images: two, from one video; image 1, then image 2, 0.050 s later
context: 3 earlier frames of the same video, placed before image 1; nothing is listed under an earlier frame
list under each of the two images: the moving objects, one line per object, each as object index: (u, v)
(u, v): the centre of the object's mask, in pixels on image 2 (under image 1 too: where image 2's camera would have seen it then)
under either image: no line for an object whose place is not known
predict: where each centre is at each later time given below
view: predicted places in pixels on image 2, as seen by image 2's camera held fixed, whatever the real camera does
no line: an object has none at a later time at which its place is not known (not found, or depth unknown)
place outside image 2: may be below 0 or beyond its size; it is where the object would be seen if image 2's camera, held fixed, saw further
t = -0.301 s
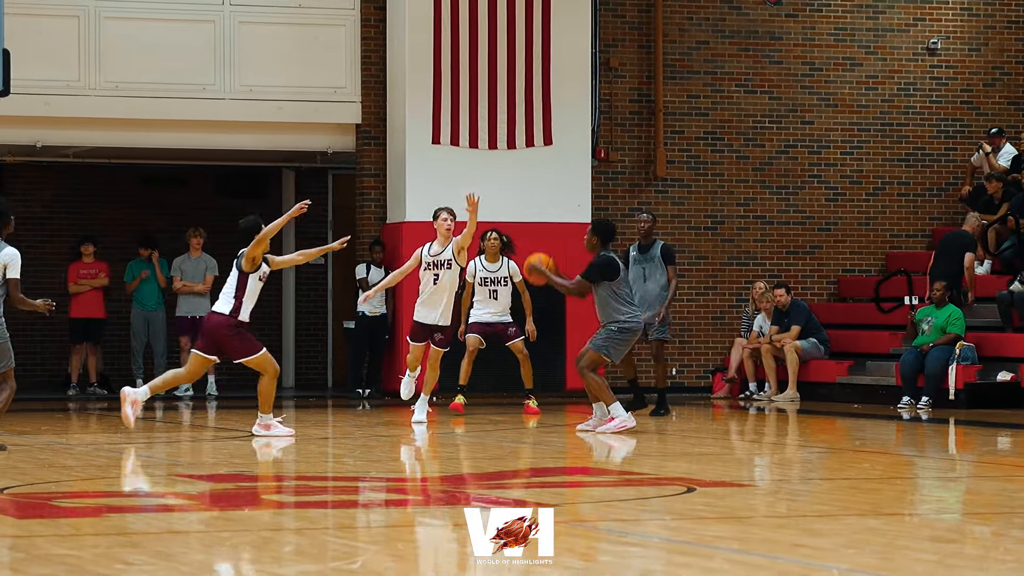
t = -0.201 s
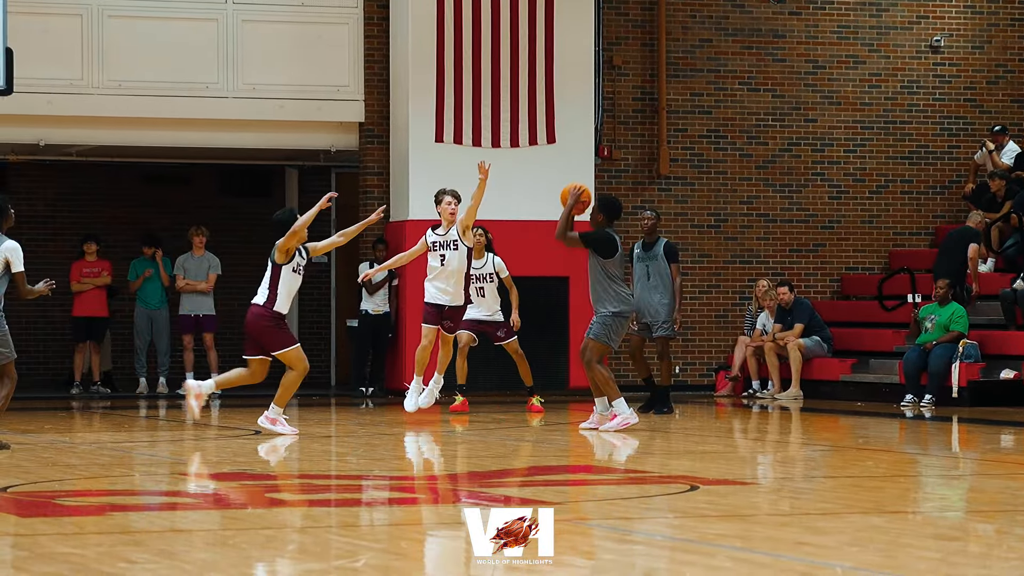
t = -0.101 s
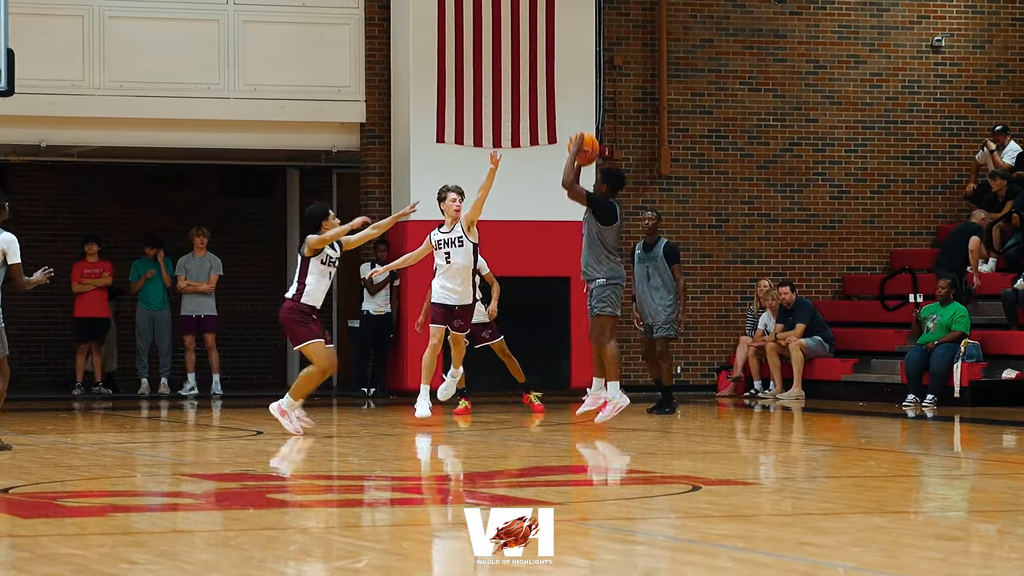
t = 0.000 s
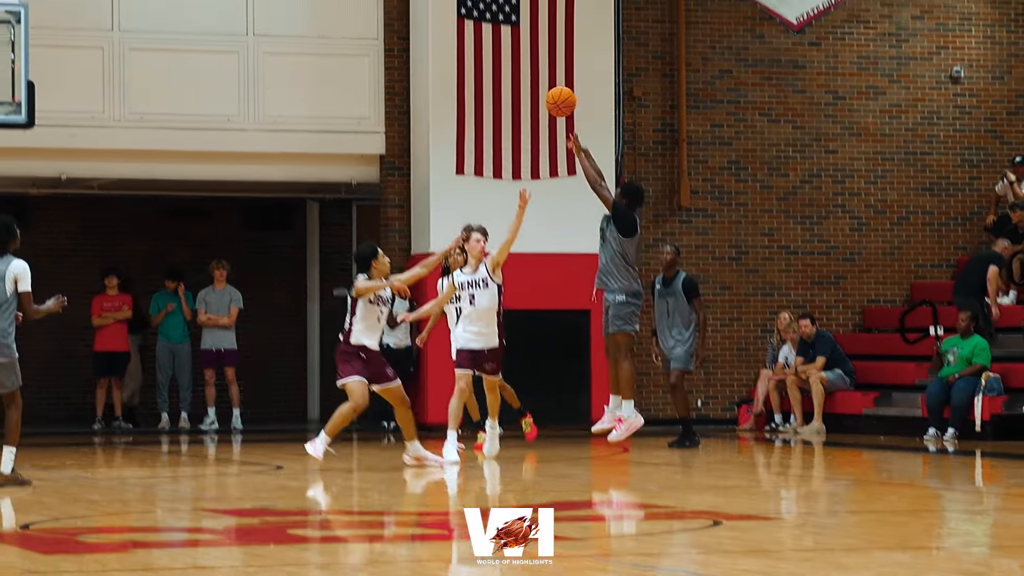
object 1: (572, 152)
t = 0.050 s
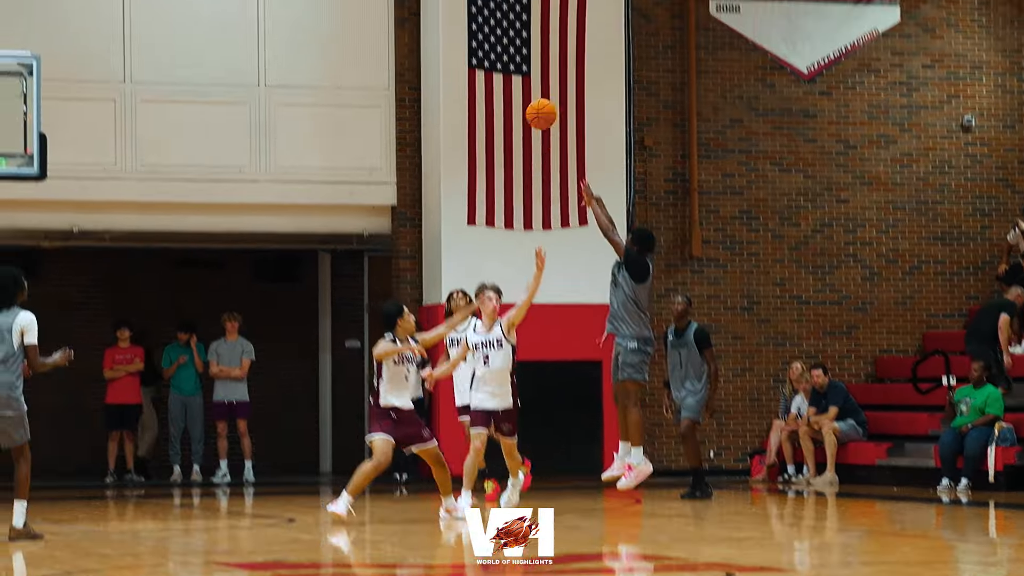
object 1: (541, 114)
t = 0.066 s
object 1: (531, 102)
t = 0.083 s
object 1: (521, 91)
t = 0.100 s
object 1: (511, 79)
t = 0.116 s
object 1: (501, 69)
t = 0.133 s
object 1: (491, 59)
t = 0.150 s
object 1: (481, 49)
